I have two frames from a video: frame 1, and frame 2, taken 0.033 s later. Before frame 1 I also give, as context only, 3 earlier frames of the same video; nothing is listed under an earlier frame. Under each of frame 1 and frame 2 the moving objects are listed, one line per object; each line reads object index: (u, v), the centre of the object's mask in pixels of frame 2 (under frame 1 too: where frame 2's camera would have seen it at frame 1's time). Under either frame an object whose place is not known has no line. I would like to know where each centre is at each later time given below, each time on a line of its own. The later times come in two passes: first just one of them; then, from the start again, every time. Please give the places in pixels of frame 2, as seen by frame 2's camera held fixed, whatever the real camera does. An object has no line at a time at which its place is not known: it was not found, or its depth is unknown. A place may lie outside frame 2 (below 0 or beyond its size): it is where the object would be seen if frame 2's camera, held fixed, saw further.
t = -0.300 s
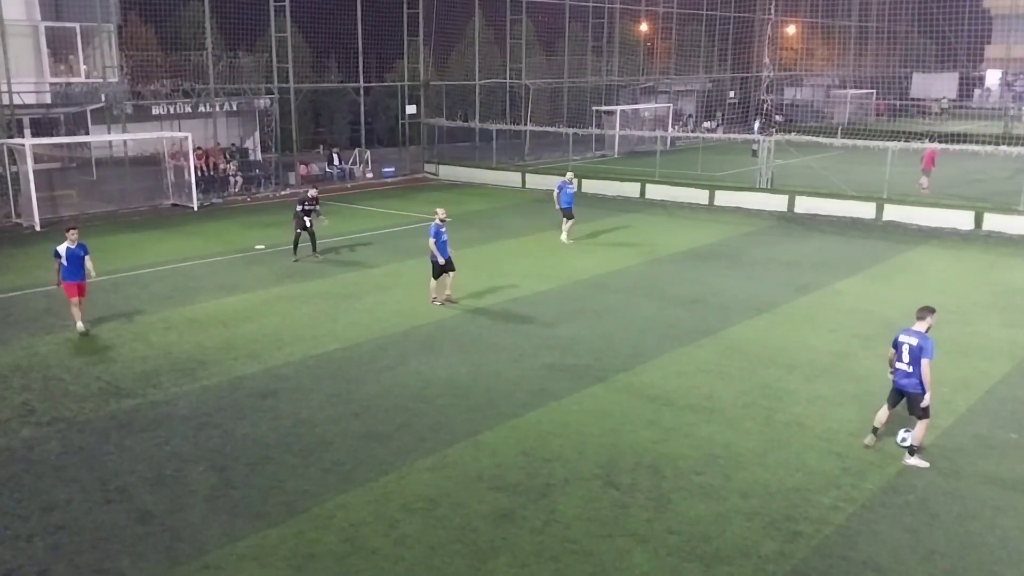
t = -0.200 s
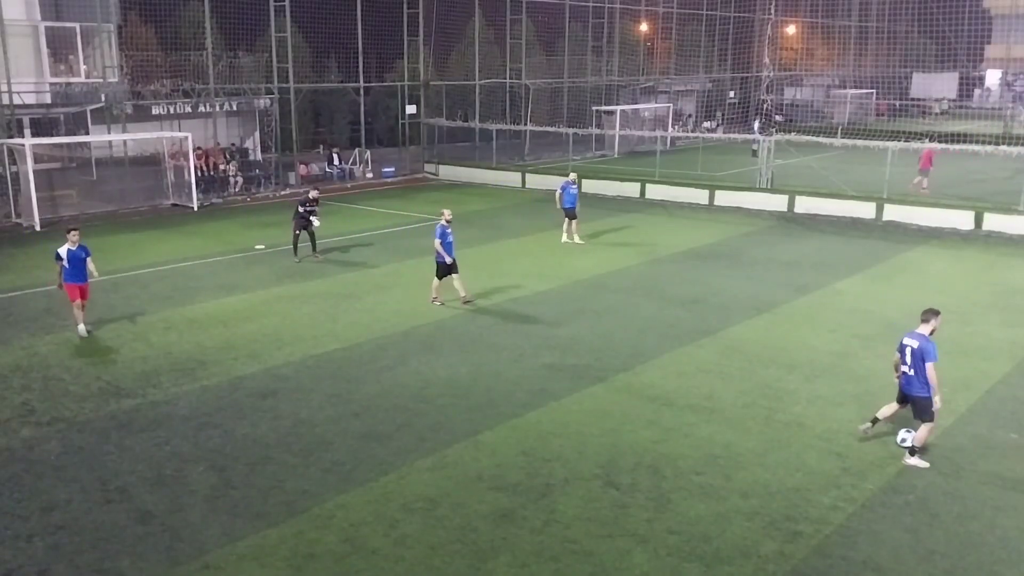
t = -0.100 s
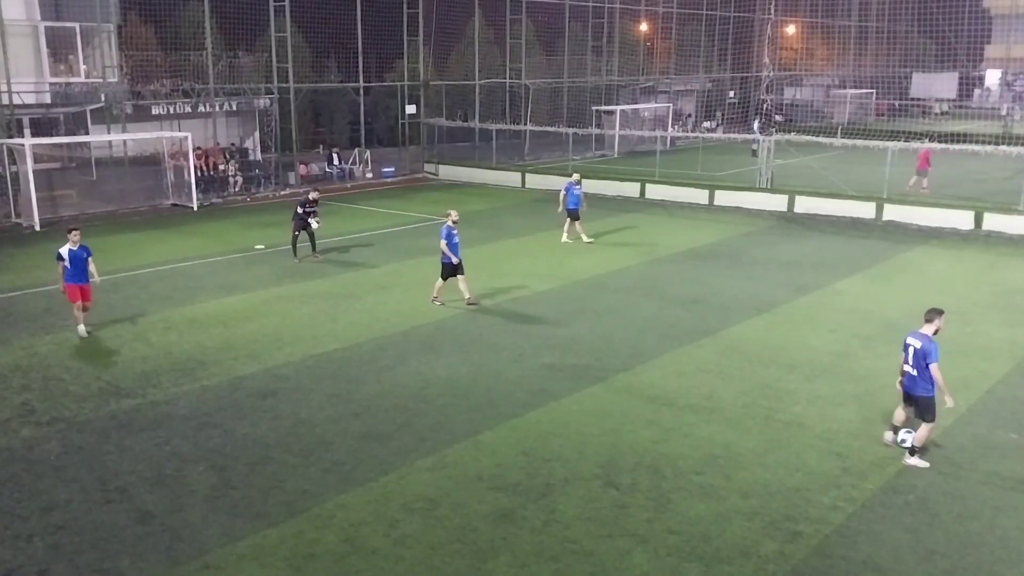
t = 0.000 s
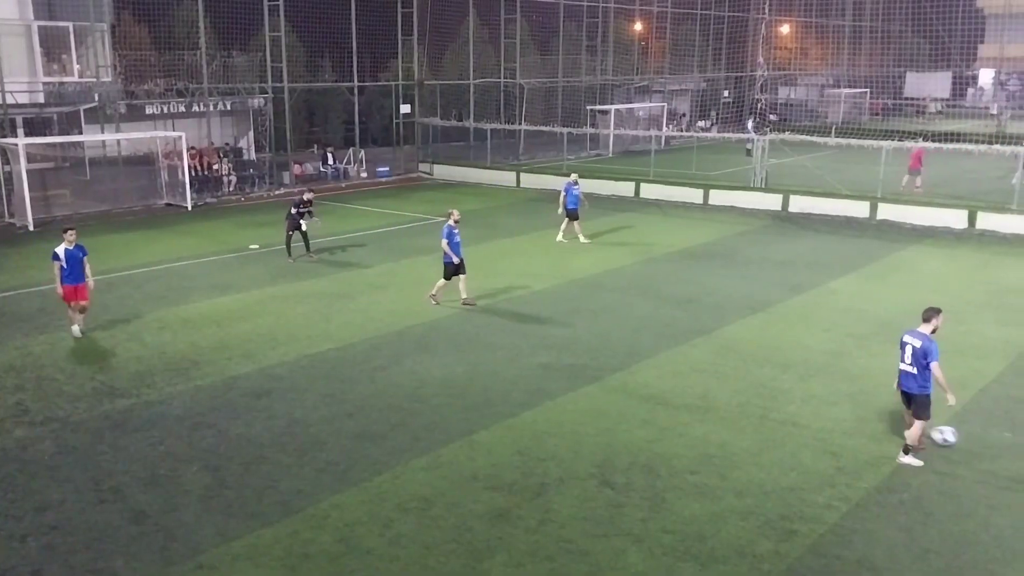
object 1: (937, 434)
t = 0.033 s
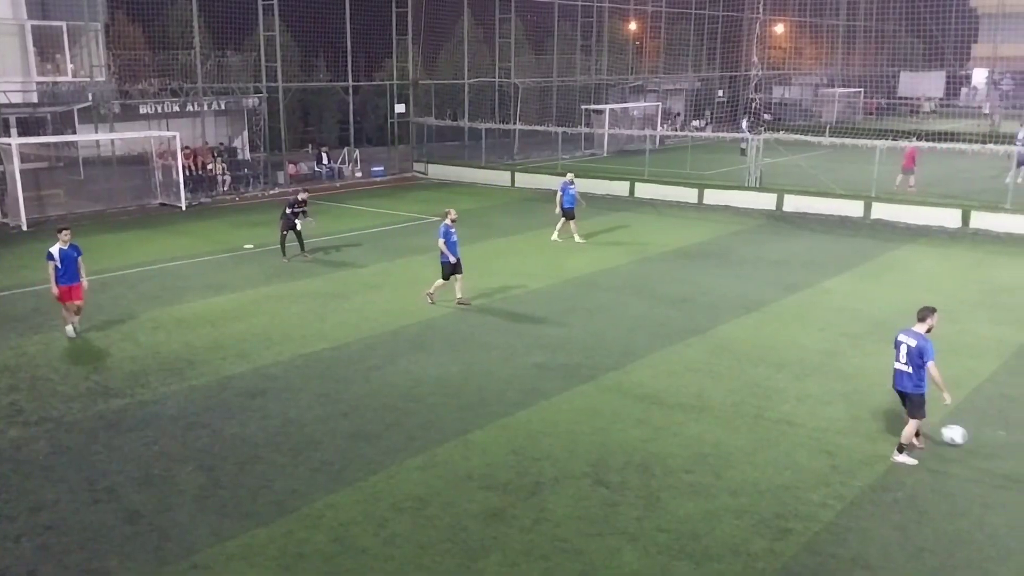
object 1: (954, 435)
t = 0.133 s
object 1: (996, 438)
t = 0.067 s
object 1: (970, 437)
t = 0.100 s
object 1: (983, 439)
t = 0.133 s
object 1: (996, 438)
